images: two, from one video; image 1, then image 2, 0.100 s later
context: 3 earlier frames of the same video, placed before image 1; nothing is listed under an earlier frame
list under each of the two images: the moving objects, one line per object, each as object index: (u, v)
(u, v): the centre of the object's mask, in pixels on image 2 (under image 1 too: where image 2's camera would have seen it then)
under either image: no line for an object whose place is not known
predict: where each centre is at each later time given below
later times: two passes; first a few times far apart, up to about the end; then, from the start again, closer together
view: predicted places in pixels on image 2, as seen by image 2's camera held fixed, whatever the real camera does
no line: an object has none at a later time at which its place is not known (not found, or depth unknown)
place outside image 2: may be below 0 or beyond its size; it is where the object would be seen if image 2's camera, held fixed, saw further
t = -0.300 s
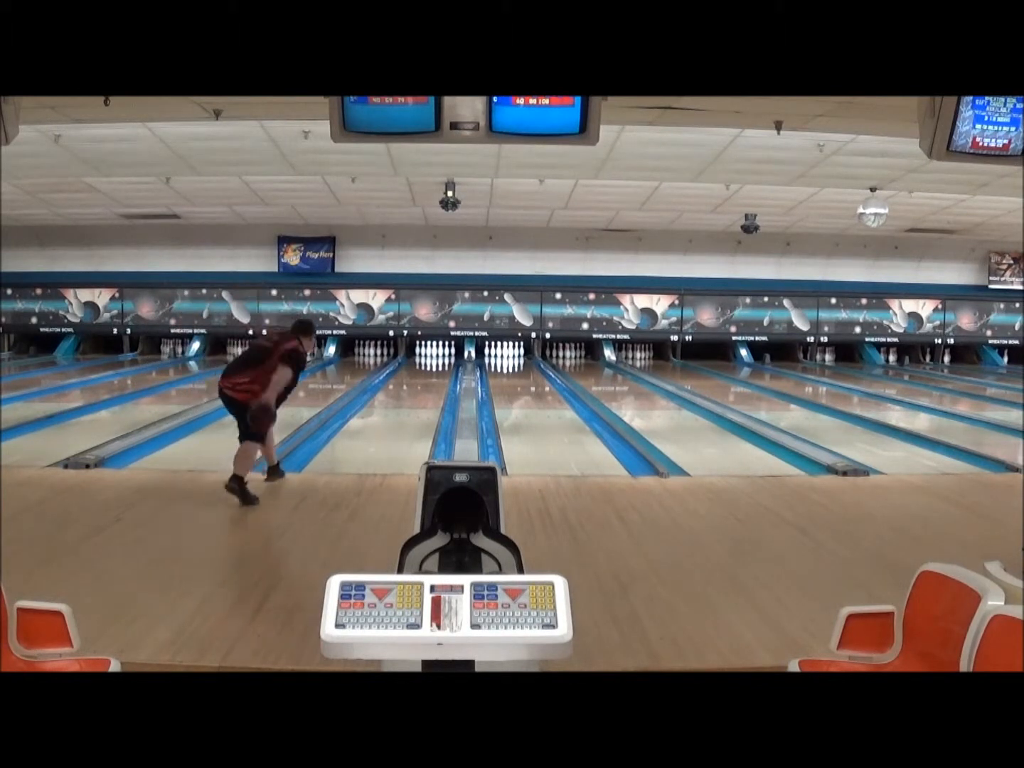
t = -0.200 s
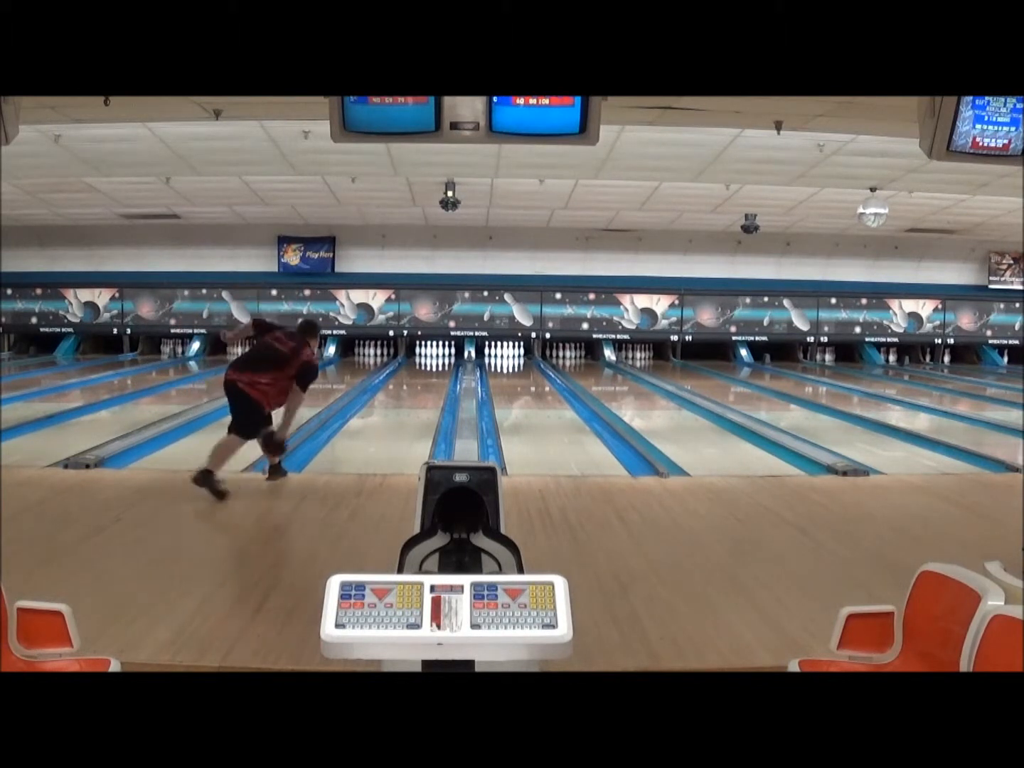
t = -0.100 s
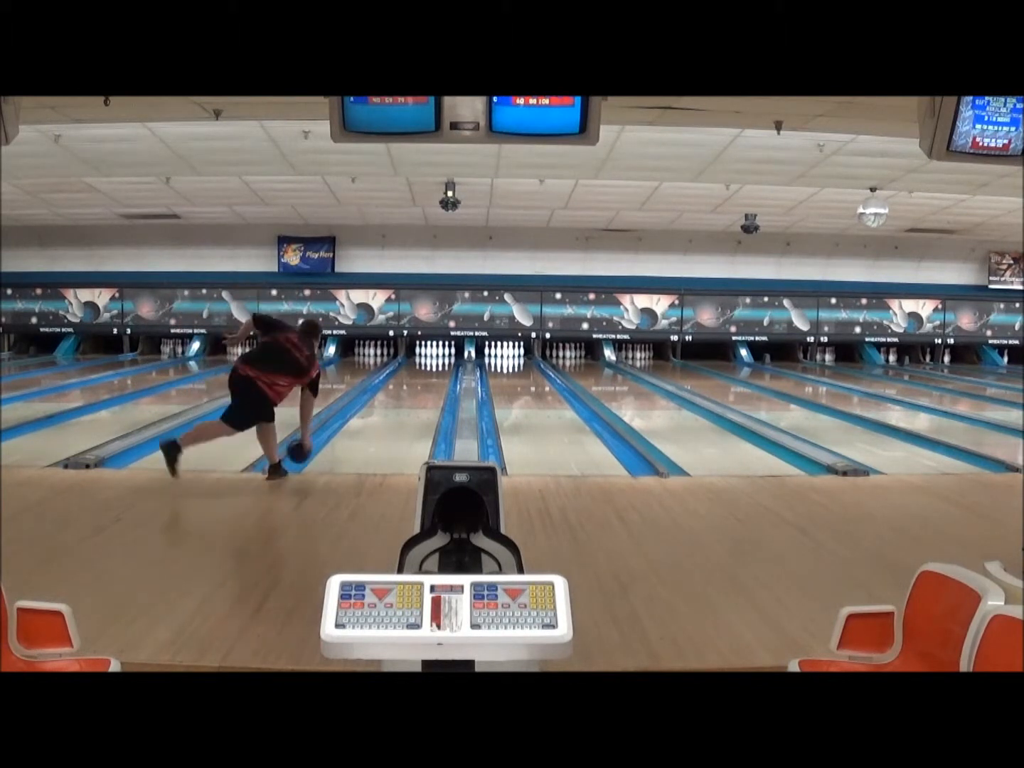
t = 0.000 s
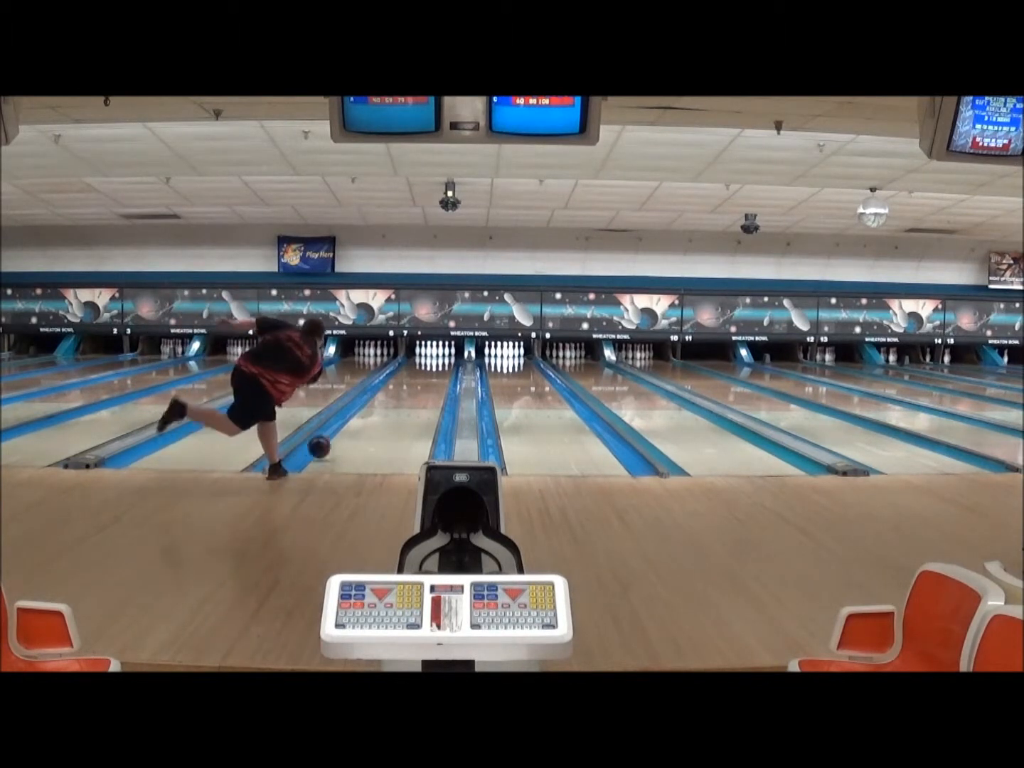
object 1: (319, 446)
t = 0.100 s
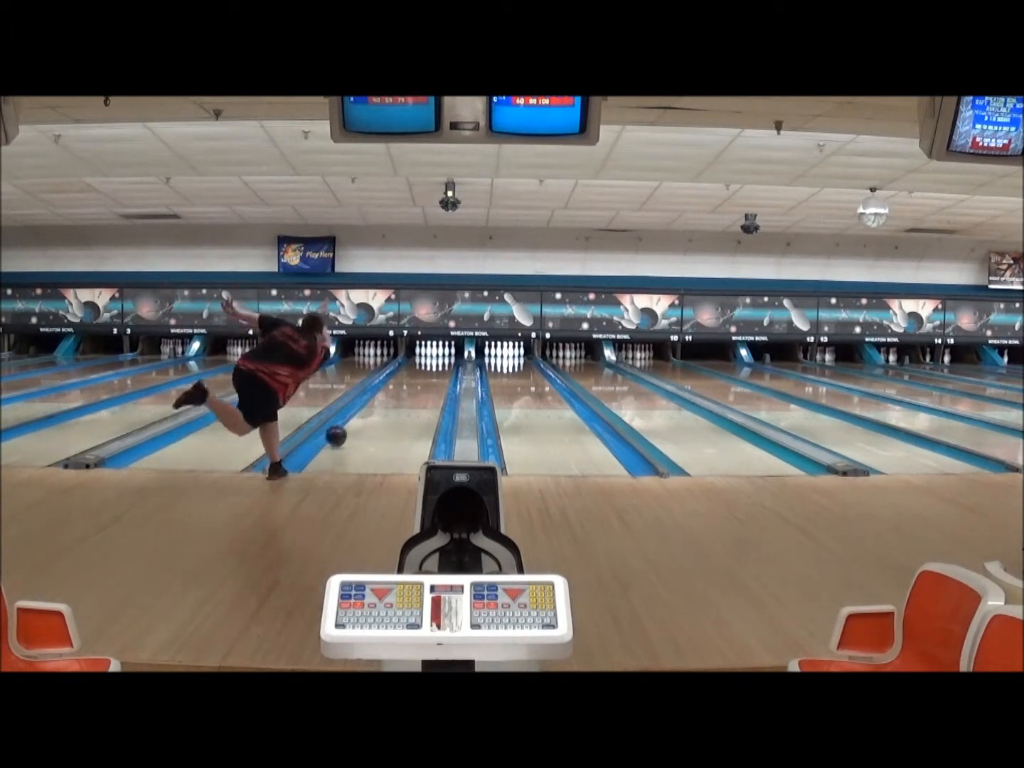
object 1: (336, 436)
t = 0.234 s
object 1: (355, 425)
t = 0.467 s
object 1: (381, 408)
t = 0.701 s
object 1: (400, 396)
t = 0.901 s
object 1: (413, 387)
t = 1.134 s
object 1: (425, 379)
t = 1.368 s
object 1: (433, 372)
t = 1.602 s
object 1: (440, 366)
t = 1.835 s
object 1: (441, 363)
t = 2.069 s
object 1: (440, 359)
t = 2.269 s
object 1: (440, 356)
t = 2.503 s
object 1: (435, 353)
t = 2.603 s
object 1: (433, 352)
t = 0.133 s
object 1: (341, 433)
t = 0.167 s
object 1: (346, 431)
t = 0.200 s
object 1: (351, 428)
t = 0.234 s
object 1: (355, 425)
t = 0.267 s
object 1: (359, 422)
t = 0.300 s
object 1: (363, 420)
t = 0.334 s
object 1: (367, 417)
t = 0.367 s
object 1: (371, 415)
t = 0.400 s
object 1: (374, 413)
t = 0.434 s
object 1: (378, 410)
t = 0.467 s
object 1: (381, 408)
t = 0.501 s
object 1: (384, 407)
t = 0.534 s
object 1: (387, 405)
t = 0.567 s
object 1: (390, 403)
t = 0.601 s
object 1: (393, 401)
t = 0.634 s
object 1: (395, 400)
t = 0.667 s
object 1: (398, 398)
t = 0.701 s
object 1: (400, 396)
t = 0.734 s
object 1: (403, 394)
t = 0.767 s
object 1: (405, 393)
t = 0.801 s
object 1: (407, 392)
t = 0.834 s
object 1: (409, 390)
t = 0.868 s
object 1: (411, 389)
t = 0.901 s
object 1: (413, 387)
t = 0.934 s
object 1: (415, 386)
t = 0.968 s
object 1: (417, 384)
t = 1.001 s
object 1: (418, 383)
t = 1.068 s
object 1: (422, 381)
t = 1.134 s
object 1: (425, 379)
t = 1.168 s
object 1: (426, 378)
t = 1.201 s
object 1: (427, 377)
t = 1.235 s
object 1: (428, 376)
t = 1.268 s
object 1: (430, 375)
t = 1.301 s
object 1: (430, 375)
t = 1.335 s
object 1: (433, 373)
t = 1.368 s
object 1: (433, 372)
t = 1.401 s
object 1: (434, 372)
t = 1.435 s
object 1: (435, 371)
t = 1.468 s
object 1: (436, 370)
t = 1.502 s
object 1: (437, 369)
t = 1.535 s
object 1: (438, 368)
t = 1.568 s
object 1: (439, 367)
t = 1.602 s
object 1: (440, 366)
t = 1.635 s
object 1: (440, 365)
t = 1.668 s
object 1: (440, 365)
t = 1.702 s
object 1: (440, 364)
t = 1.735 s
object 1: (441, 364)
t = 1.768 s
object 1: (441, 364)
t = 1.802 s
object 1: (441, 363)
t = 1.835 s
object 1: (441, 363)
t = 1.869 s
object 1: (441, 363)
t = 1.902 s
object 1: (441, 362)
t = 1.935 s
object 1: (441, 361)
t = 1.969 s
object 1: (441, 360)
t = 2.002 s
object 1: (441, 360)
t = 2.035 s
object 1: (441, 360)
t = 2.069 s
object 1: (440, 359)
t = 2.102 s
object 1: (440, 358)
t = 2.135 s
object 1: (440, 357)
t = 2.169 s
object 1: (440, 357)
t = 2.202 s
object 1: (440, 357)
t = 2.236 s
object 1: (440, 356)
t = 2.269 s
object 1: (440, 356)
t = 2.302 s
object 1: (439, 356)
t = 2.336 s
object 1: (437, 355)
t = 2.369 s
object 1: (436, 354)
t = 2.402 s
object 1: (436, 354)
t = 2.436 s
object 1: (436, 354)
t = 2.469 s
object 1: (435, 354)
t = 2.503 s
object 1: (435, 353)
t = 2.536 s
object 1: (435, 353)
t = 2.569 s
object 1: (434, 351)
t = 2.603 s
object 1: (433, 352)
